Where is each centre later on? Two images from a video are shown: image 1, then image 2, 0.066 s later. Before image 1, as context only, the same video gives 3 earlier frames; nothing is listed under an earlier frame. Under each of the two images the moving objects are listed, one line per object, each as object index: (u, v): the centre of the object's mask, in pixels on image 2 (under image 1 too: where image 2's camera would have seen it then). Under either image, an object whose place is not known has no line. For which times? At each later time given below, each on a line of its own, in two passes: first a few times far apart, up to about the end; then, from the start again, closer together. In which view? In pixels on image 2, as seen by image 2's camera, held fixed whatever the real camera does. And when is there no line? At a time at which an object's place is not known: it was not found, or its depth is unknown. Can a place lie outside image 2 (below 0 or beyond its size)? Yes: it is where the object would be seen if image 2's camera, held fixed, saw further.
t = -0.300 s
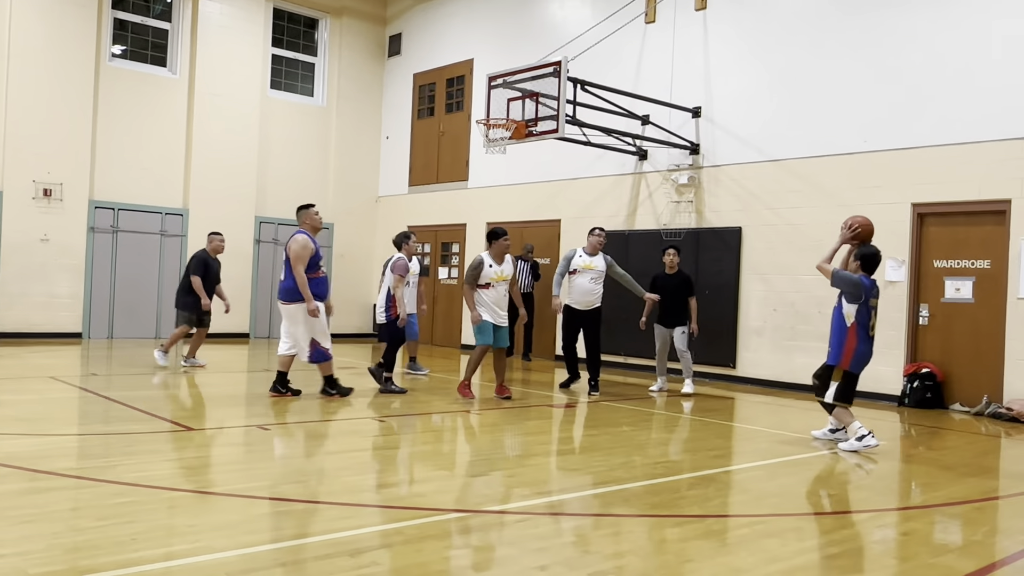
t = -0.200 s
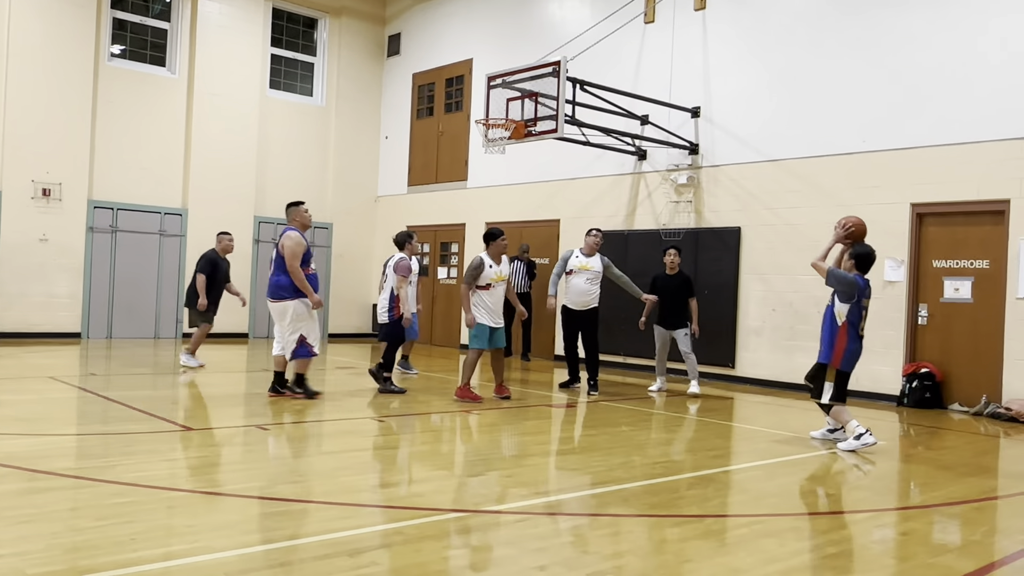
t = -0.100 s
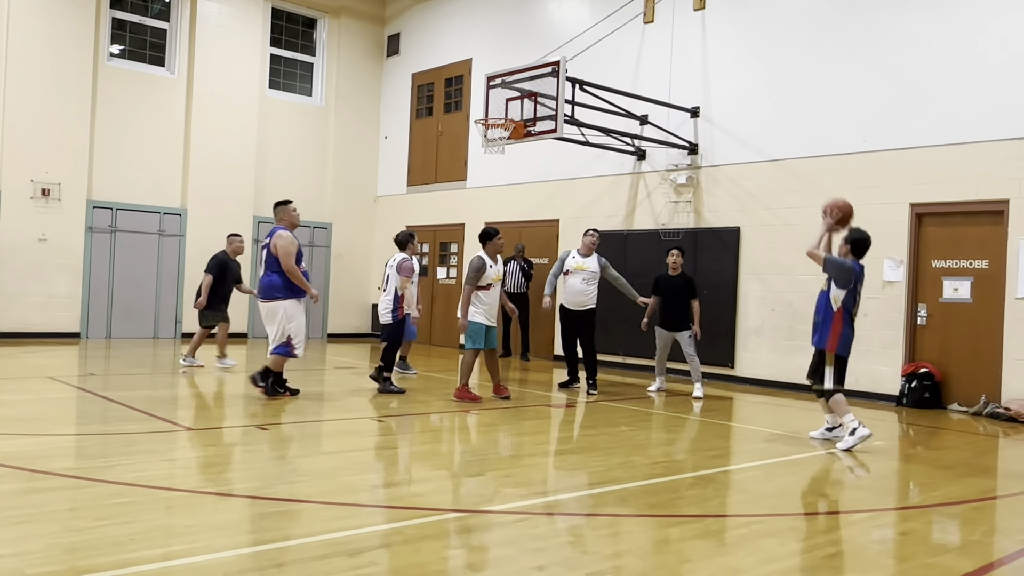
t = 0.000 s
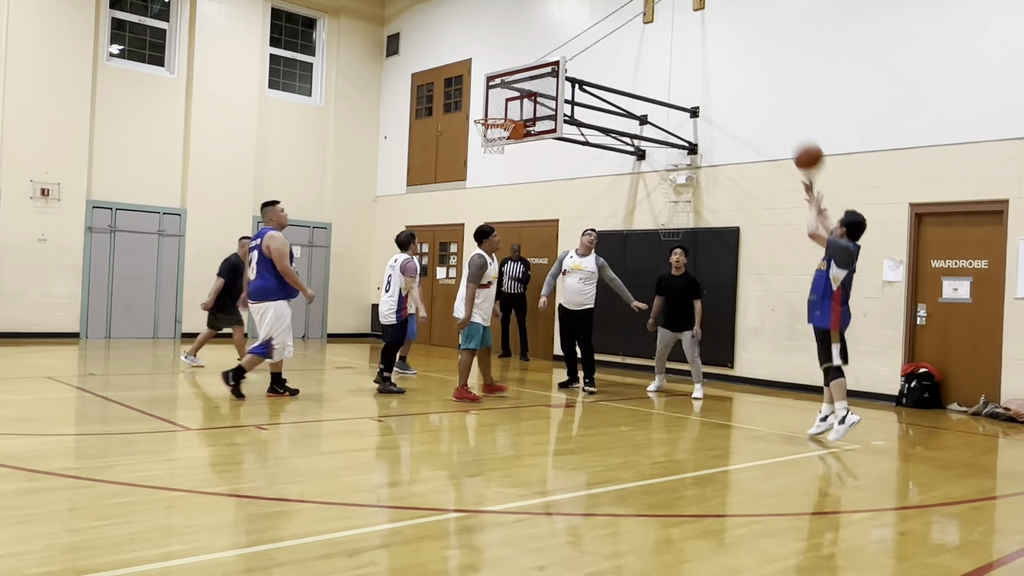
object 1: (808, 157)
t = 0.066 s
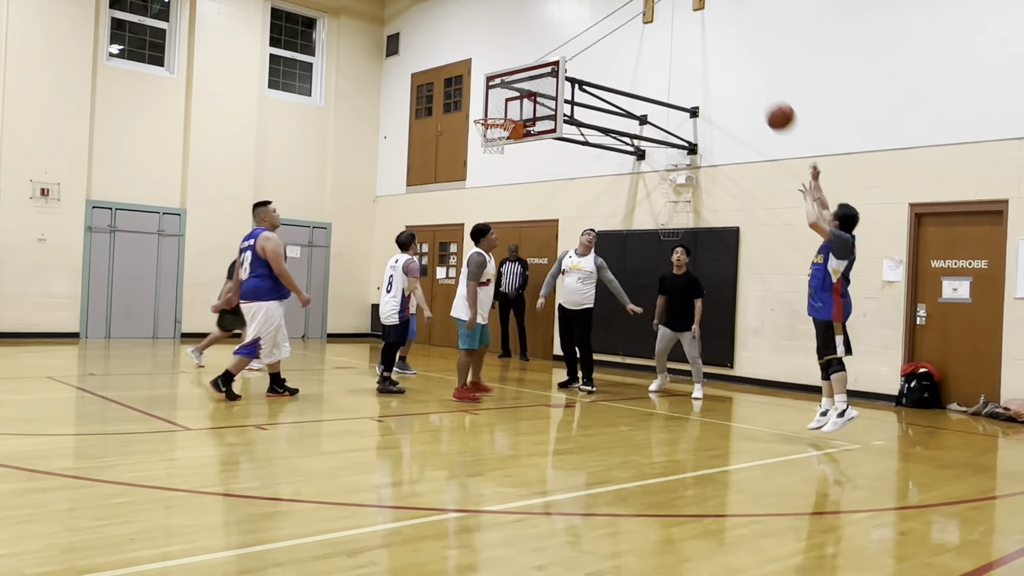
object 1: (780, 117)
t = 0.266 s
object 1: (704, 38)
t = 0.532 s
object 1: (617, 10)
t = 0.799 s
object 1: (542, 50)
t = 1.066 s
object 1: (486, 110)
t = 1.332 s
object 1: (474, 96)
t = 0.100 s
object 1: (767, 99)
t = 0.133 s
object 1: (754, 84)
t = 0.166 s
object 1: (741, 70)
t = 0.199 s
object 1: (728, 57)
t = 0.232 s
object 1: (716, 47)
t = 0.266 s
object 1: (704, 38)
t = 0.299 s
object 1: (692, 30)
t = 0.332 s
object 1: (681, 24)
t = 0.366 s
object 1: (670, 18)
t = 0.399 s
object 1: (658, 14)
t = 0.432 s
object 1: (648, 12)
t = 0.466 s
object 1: (637, 11)
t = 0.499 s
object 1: (627, 10)
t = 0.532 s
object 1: (617, 10)
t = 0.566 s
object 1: (607, 12)
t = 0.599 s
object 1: (597, 14)
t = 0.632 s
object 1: (587, 18)
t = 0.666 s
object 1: (578, 23)
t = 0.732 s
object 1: (559, 34)
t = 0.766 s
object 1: (550, 42)
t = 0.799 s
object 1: (542, 50)
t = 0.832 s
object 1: (533, 59)
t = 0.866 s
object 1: (524, 68)
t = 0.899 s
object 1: (516, 79)
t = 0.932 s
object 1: (508, 89)
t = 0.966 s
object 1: (500, 102)
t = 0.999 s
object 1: (493, 110)
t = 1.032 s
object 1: (490, 109)
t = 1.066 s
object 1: (486, 110)
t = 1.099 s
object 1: (483, 111)
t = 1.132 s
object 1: (480, 111)
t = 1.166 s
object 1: (479, 107)
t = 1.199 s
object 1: (478, 103)
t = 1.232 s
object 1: (477, 100)
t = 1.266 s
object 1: (476, 98)
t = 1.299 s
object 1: (475, 97)
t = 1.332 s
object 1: (474, 96)
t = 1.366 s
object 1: (472, 97)
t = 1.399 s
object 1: (471, 99)
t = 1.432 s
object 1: (470, 101)
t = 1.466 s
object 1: (469, 104)
